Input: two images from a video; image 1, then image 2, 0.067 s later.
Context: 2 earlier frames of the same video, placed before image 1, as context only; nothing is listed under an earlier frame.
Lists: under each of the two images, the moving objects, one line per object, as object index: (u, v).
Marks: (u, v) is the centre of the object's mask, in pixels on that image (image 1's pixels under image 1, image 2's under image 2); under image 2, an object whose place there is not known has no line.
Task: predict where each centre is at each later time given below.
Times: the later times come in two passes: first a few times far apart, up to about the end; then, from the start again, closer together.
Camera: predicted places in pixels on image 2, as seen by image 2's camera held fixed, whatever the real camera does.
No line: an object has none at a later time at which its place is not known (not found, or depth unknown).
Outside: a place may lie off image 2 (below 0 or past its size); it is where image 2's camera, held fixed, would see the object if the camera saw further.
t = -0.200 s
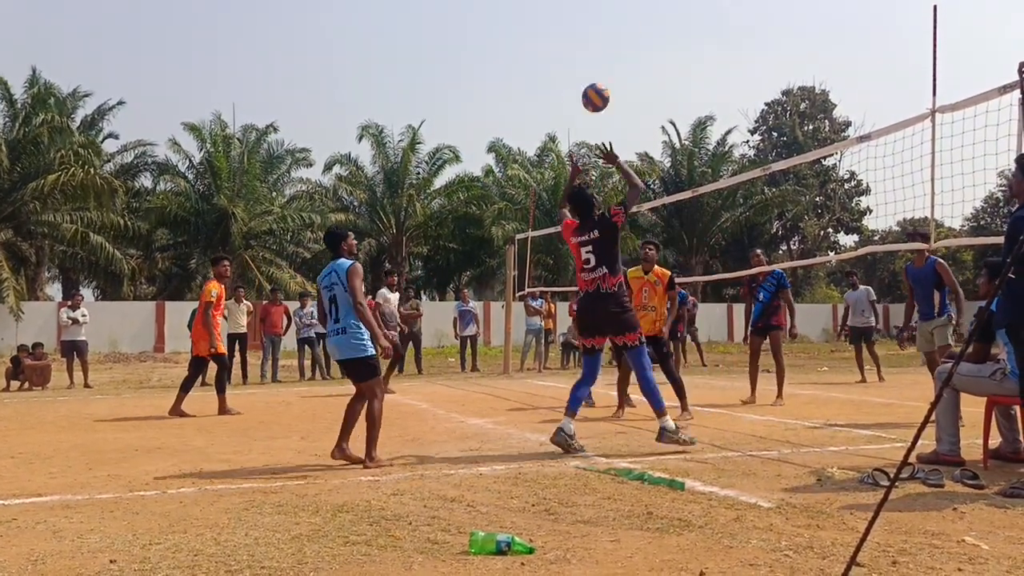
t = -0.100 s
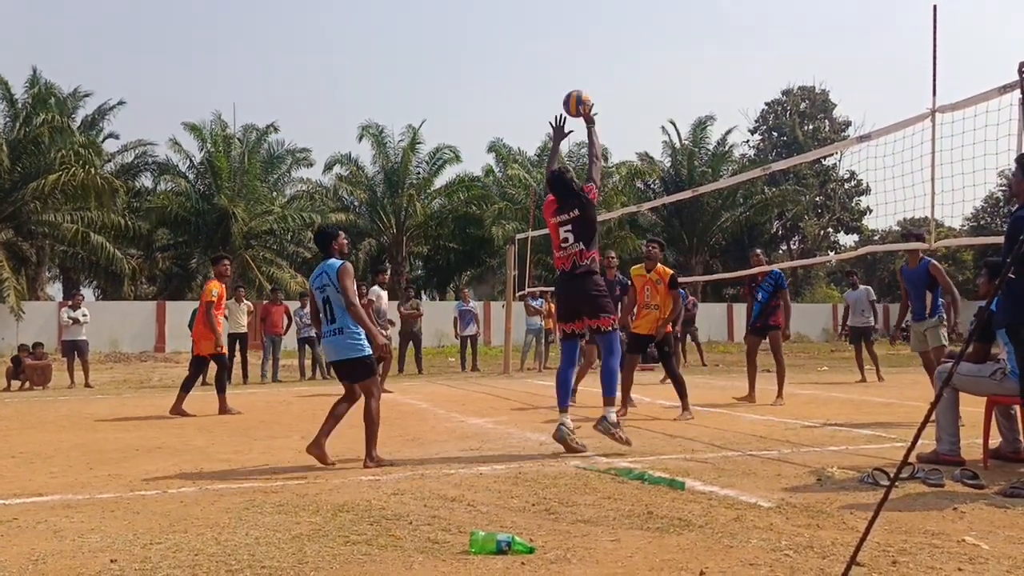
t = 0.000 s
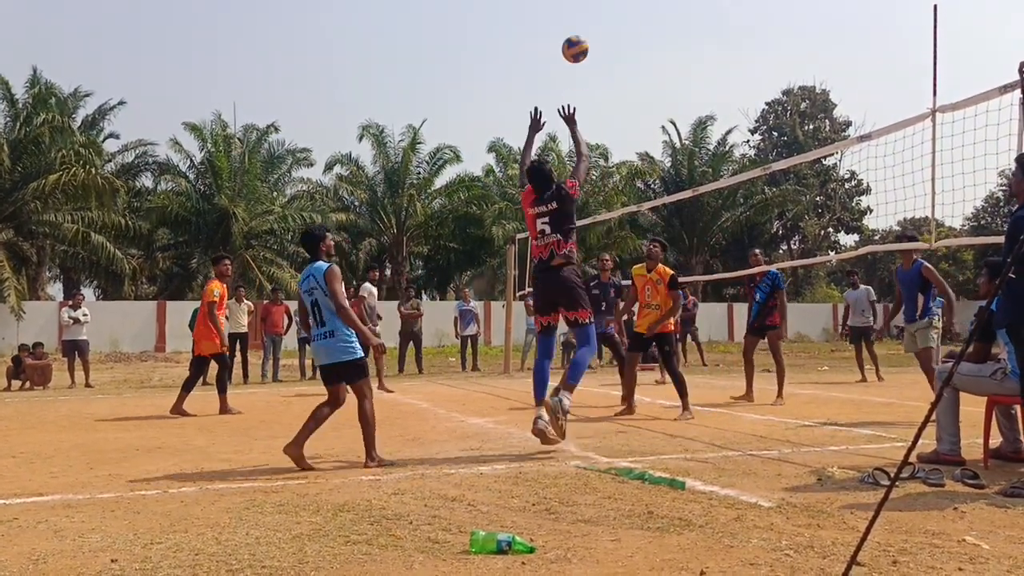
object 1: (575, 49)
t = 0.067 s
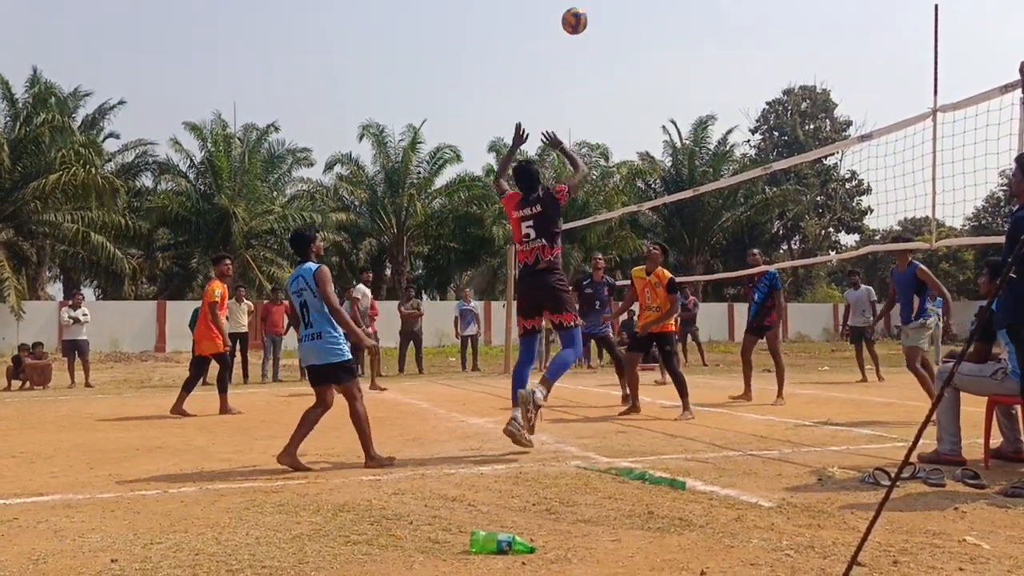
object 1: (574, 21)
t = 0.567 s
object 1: (569, 2)
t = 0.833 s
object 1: (568, 78)
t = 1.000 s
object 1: (568, 154)
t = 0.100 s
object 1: (573, 11)
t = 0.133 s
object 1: (573, 6)
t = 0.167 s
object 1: (572, 2)
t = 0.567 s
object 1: (569, 2)
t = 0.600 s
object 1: (569, 6)
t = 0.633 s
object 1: (569, 10)
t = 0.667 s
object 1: (568, 19)
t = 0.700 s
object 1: (568, 29)
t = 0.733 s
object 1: (568, 40)
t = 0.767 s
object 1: (568, 52)
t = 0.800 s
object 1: (568, 64)
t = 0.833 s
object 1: (568, 78)
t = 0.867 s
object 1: (568, 92)
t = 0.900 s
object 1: (568, 107)
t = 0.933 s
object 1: (568, 121)
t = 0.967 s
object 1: (568, 137)
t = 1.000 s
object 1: (568, 154)
